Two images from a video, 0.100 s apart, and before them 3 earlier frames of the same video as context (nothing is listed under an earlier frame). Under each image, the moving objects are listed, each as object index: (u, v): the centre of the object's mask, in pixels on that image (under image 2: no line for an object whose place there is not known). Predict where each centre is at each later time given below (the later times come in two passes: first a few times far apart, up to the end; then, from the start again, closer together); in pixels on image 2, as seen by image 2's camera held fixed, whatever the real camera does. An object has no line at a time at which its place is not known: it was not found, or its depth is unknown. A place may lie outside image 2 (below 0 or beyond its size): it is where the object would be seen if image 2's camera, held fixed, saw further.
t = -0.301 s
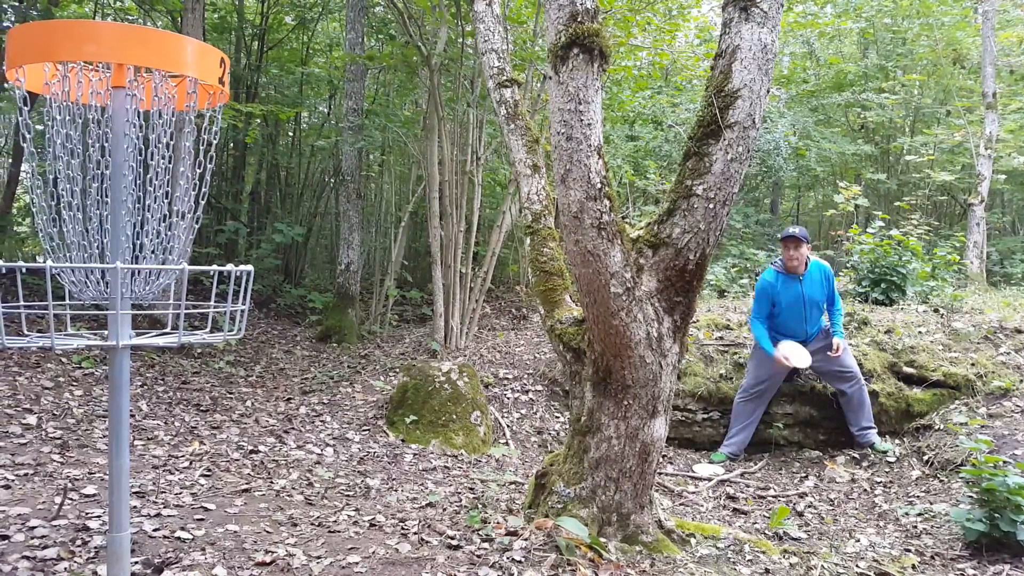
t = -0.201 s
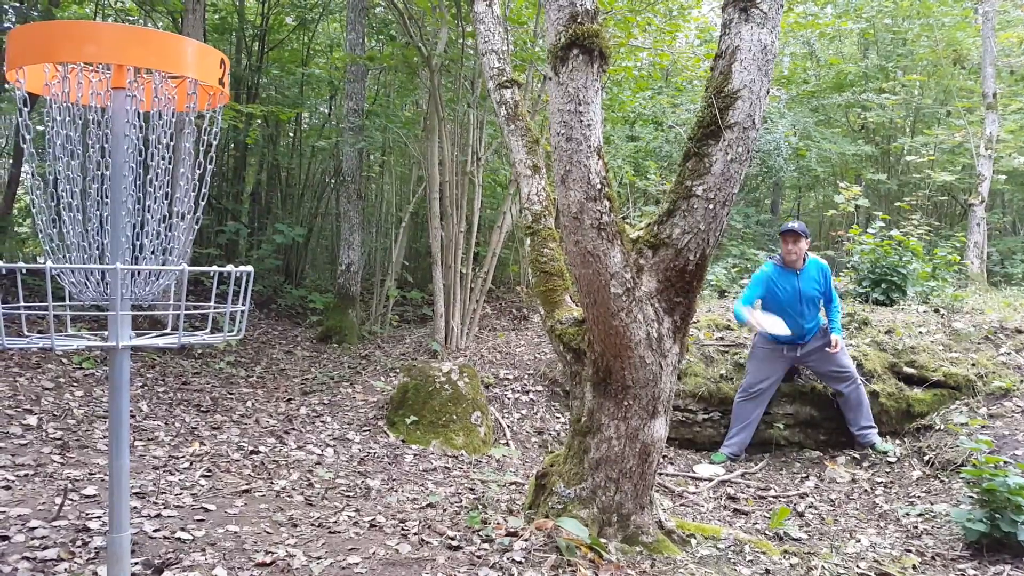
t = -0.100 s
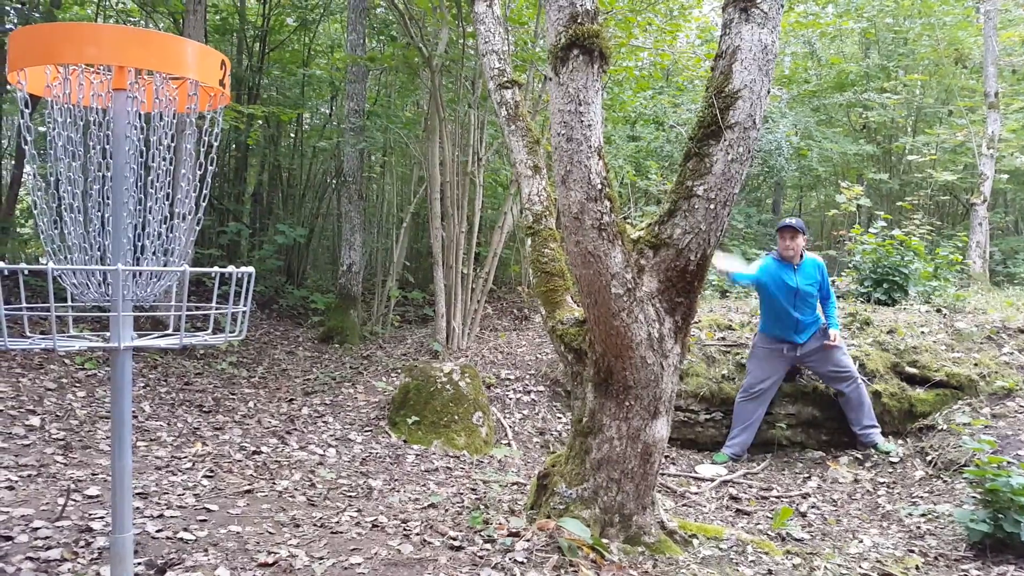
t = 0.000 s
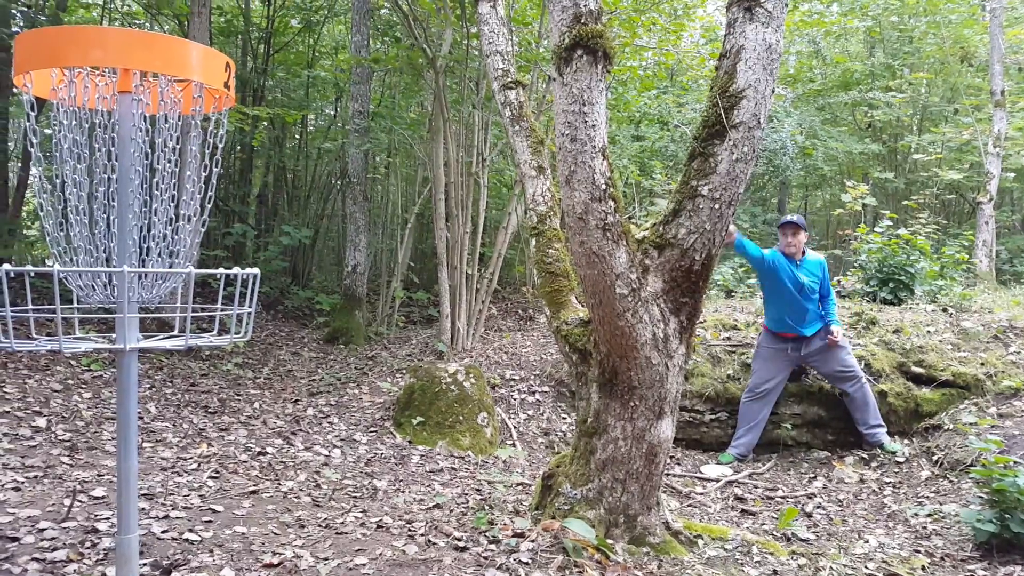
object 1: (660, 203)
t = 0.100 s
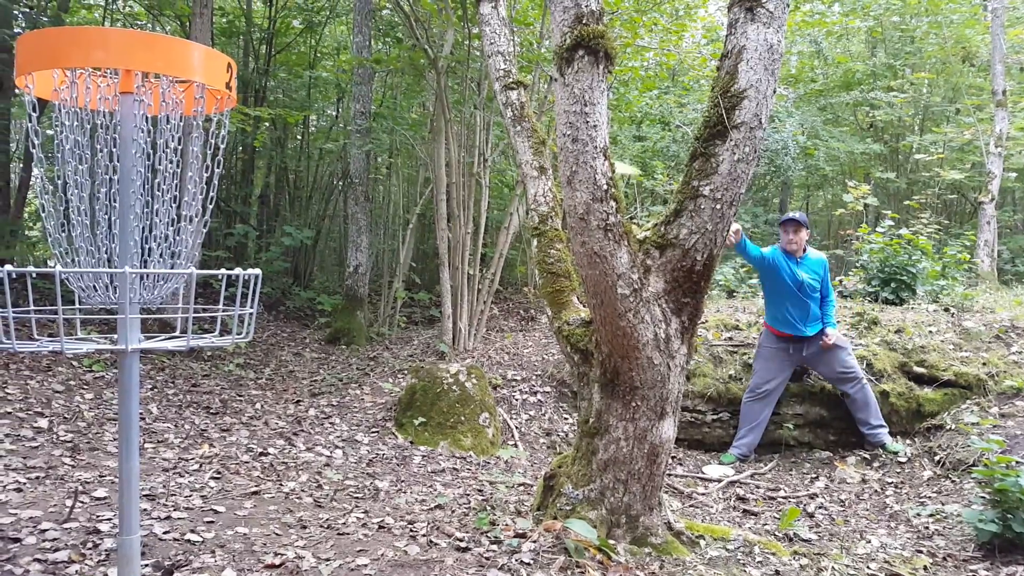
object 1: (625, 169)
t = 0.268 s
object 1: (461, 127)
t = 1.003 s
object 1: (185, 312)
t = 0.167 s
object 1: (544, 143)
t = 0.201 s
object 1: (525, 137)
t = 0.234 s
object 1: (492, 131)
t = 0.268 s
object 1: (461, 127)
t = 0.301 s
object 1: (422, 125)
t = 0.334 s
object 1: (380, 124)
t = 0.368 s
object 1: (331, 127)
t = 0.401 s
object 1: (281, 132)
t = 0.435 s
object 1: (238, 140)
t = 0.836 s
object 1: (163, 308)
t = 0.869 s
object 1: (170, 307)
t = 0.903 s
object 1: (172, 308)
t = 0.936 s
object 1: (173, 311)
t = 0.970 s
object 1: (178, 314)
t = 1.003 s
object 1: (185, 312)
